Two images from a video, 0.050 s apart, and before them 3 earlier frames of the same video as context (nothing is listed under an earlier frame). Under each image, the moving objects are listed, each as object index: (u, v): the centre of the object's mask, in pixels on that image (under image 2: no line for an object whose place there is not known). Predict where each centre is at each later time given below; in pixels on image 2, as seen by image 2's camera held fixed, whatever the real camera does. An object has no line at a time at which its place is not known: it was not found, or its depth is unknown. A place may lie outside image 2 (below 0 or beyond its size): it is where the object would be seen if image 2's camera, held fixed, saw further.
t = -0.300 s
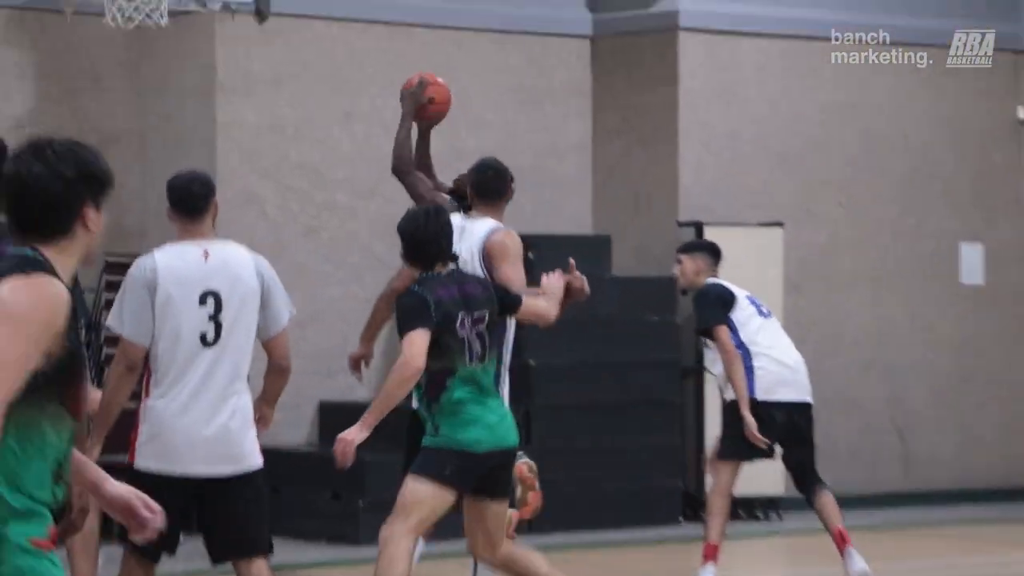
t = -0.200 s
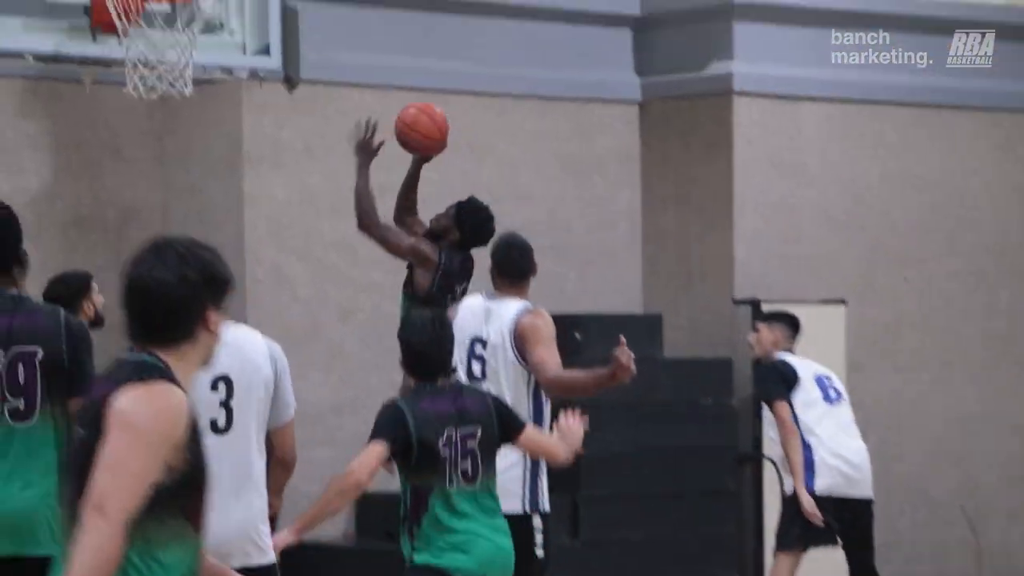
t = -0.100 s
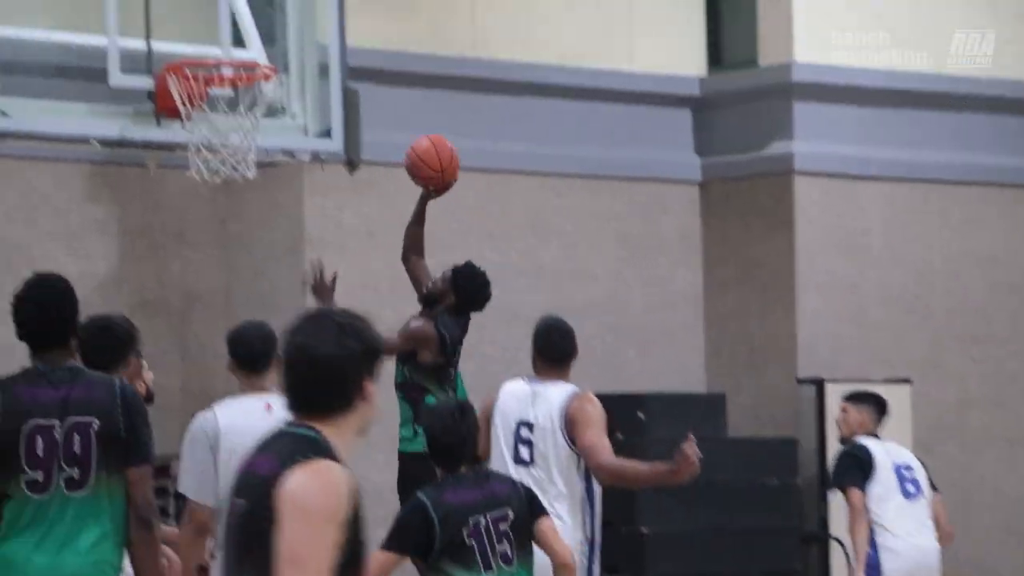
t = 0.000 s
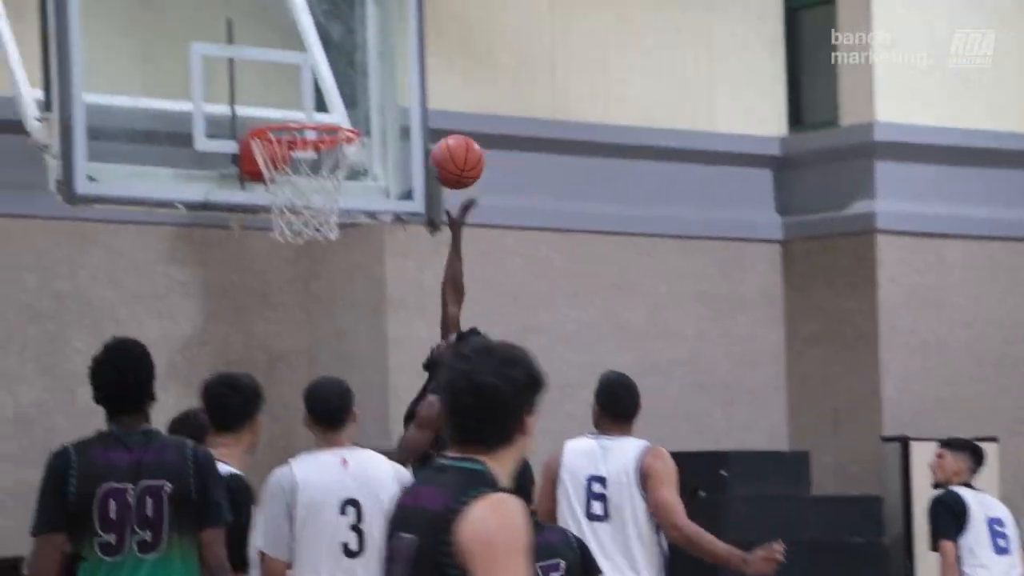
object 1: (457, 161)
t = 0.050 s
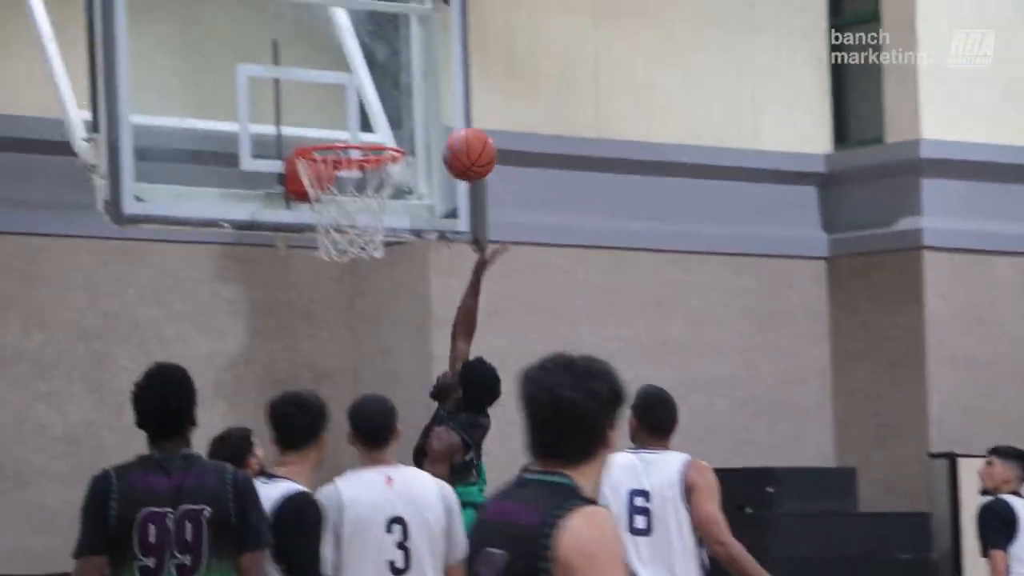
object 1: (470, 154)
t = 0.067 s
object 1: (459, 147)
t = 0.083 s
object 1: (448, 140)
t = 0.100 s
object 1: (438, 133)
